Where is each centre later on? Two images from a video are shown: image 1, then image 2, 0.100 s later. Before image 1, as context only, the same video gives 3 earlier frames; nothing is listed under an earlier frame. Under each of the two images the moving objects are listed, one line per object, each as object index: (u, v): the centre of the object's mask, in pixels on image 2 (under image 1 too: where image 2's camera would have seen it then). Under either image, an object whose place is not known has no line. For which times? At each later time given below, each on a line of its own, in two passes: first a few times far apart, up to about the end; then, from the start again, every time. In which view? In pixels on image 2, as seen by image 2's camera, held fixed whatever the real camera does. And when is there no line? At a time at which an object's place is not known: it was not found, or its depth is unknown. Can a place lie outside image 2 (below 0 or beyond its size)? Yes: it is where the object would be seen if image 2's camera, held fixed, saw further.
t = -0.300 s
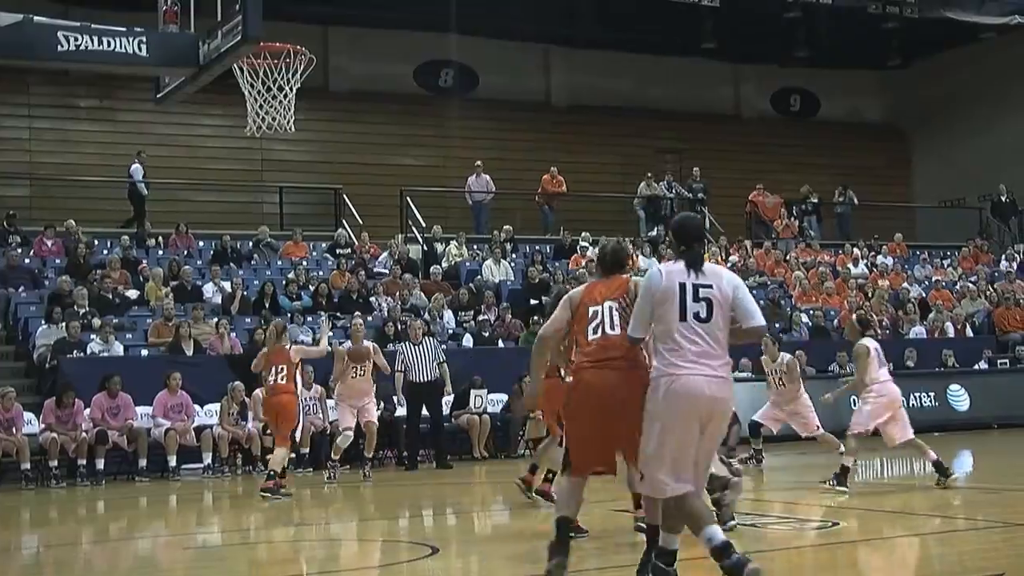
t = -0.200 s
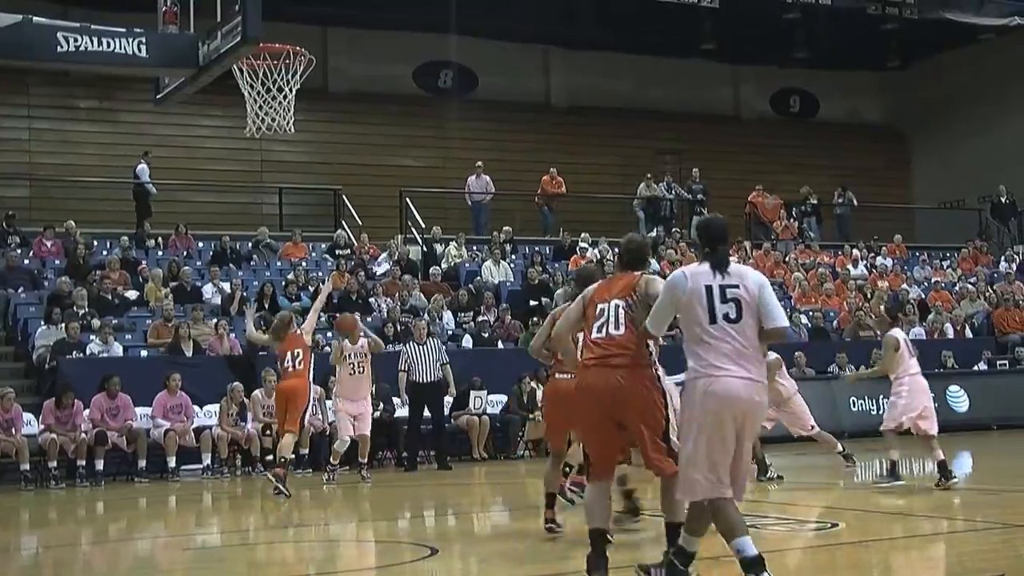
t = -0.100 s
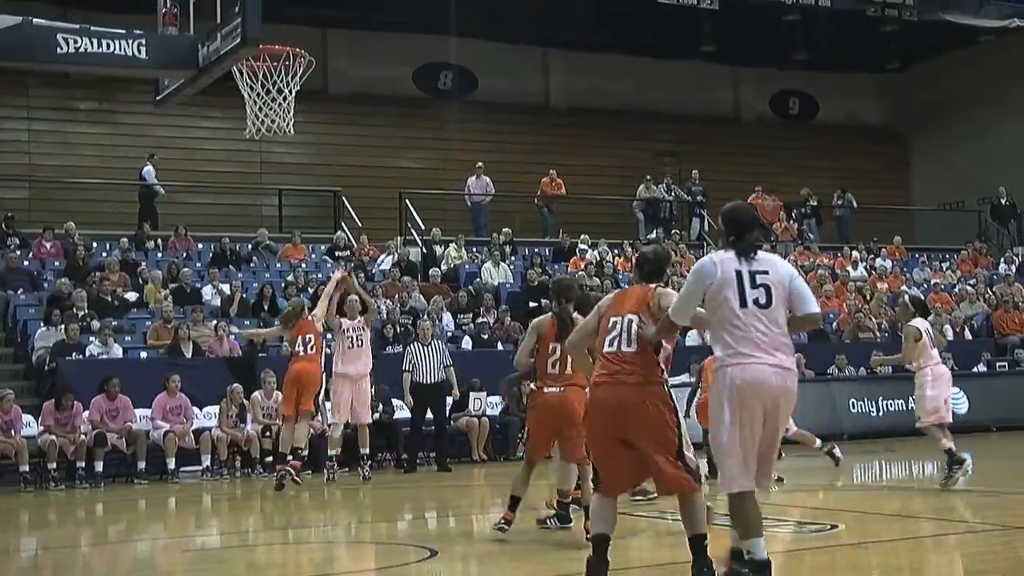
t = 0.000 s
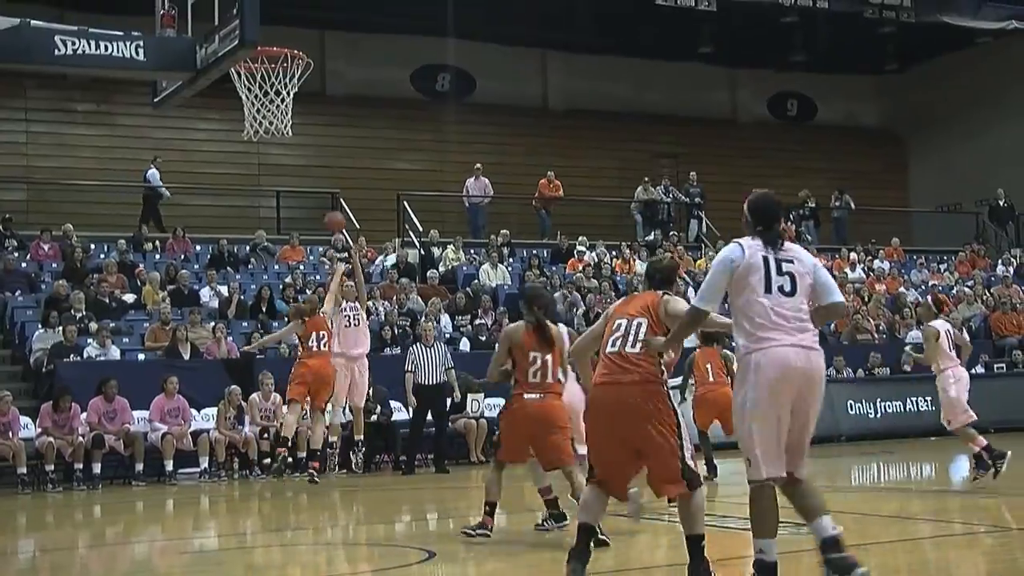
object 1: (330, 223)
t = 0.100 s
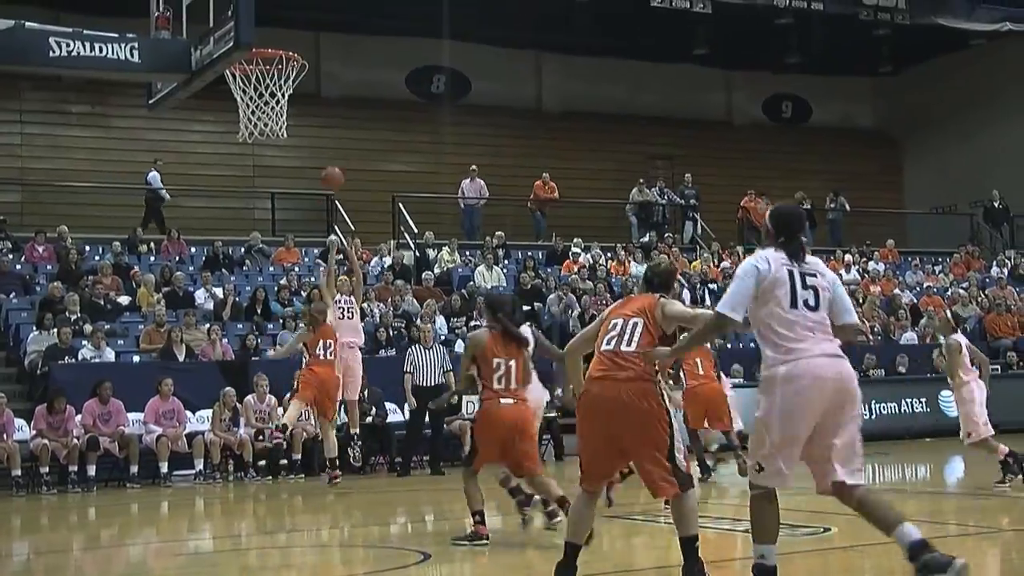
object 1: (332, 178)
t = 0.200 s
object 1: (335, 139)
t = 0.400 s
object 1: (343, 92)
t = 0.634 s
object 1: (355, 85)
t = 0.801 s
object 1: (365, 116)
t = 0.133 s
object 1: (333, 166)
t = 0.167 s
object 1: (334, 152)
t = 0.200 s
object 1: (335, 139)
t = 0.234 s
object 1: (336, 128)
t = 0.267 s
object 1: (338, 119)
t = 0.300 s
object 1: (339, 111)
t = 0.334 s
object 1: (340, 105)
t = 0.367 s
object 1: (341, 98)
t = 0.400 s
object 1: (343, 92)
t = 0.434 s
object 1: (345, 88)
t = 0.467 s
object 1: (346, 84)
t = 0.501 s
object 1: (348, 82)
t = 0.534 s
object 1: (349, 81)
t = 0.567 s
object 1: (351, 81)
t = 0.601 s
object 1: (353, 82)
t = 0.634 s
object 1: (355, 85)
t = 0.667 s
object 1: (357, 89)
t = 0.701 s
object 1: (359, 94)
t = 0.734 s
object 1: (361, 99)
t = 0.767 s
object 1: (363, 108)
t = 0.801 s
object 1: (365, 116)
